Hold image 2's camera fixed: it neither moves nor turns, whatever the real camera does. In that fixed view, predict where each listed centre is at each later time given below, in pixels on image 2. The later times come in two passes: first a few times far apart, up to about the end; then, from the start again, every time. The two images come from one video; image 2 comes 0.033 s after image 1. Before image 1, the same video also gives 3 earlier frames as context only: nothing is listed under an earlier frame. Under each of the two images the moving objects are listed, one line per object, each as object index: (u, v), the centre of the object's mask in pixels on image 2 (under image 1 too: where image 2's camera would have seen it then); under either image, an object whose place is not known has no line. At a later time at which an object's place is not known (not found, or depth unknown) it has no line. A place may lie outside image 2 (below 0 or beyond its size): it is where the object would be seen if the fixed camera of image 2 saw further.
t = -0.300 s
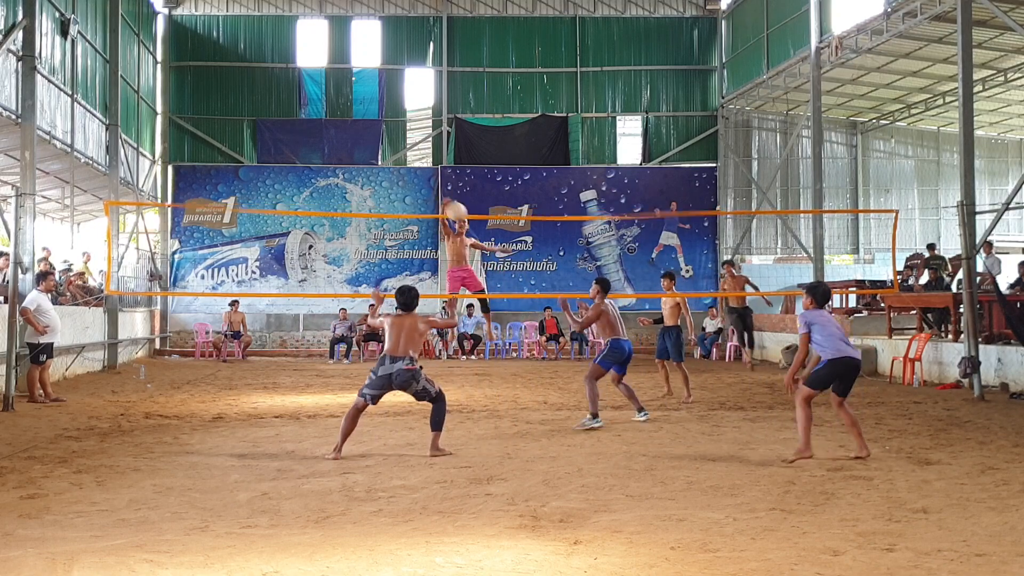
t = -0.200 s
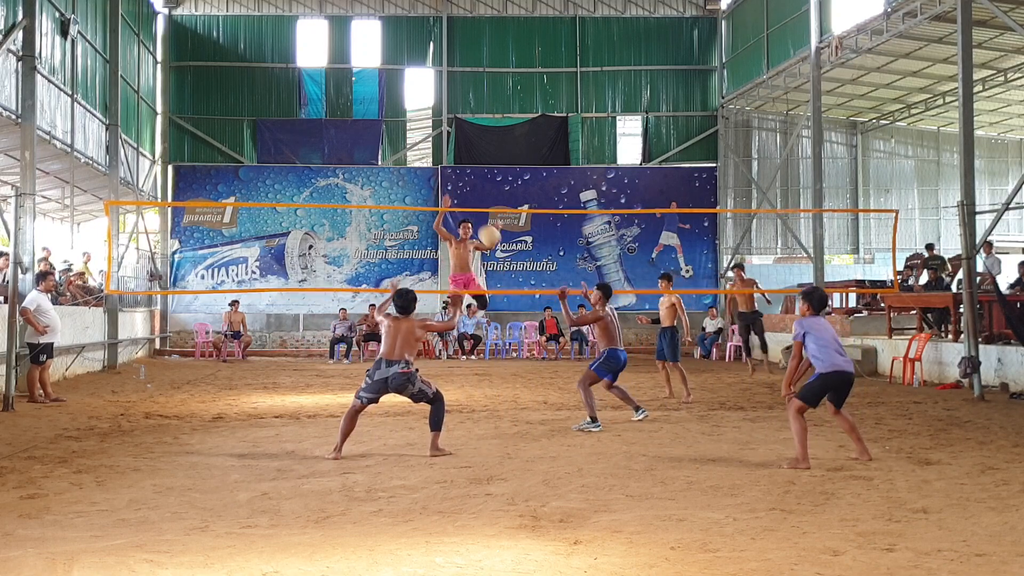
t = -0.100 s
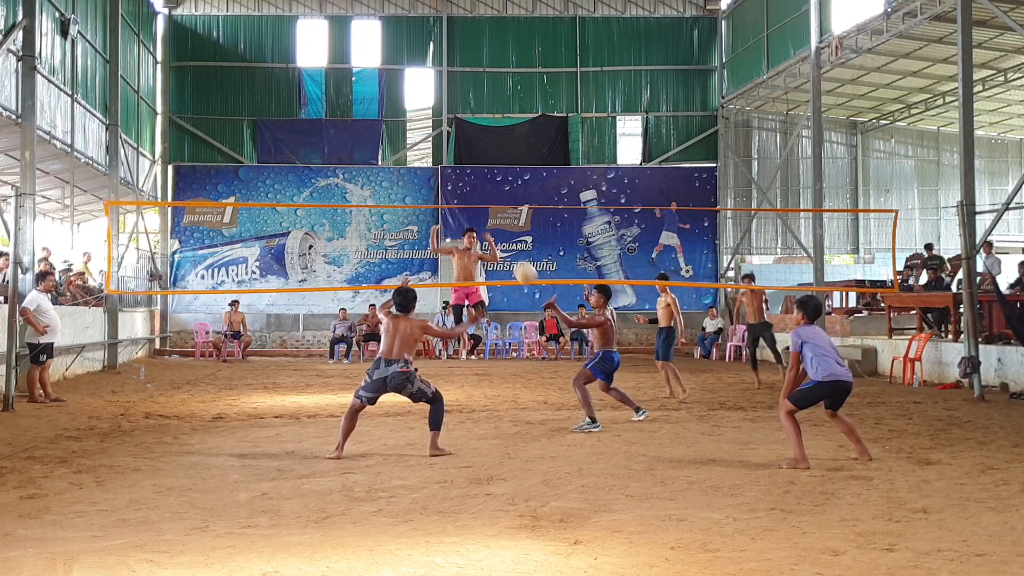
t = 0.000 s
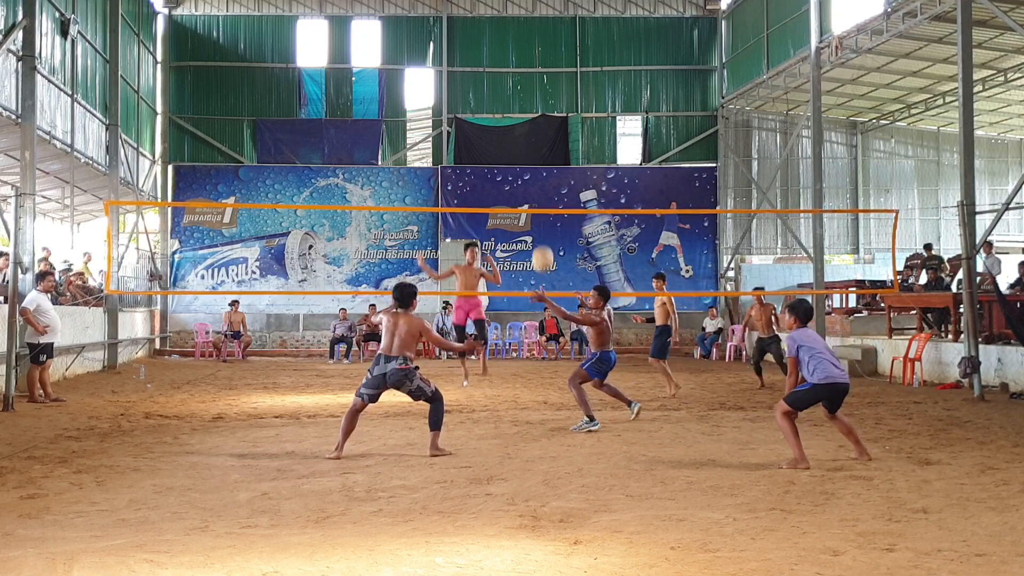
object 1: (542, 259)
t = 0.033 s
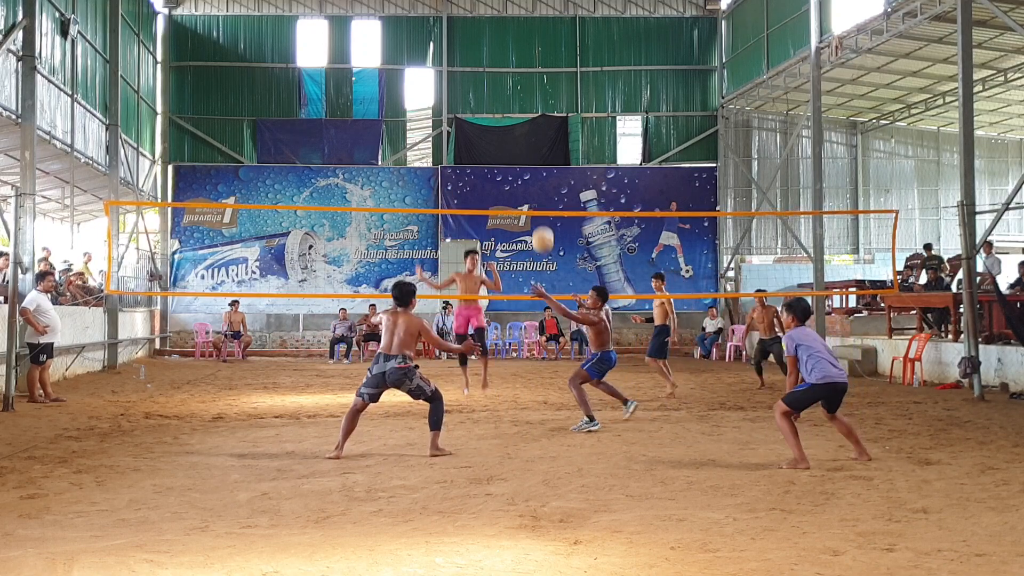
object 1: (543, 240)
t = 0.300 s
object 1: (546, 111)
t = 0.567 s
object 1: (551, 40)
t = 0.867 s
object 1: (559, 55)
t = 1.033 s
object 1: (564, 121)
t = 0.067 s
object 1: (543, 221)
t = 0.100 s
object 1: (543, 202)
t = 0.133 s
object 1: (543, 185)
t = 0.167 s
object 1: (544, 169)
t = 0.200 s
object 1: (544, 153)
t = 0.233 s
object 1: (545, 138)
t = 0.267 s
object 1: (545, 125)
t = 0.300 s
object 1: (546, 111)
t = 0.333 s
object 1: (546, 98)
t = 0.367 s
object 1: (547, 87)
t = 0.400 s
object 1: (548, 77)
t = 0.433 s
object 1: (548, 67)
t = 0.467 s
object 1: (549, 59)
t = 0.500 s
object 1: (550, 52)
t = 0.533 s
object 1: (550, 45)
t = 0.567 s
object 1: (551, 40)
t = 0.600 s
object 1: (552, 37)
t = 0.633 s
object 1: (553, 34)
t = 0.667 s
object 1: (554, 33)
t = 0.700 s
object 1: (554, 33)
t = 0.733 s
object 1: (555, 34)
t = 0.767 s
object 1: (556, 37)
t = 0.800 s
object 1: (557, 42)
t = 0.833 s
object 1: (558, 48)
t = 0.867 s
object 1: (559, 55)
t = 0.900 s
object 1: (560, 65)
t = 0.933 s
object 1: (561, 76)
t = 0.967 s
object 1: (562, 89)
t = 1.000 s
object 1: (563, 104)
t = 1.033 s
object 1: (564, 121)
